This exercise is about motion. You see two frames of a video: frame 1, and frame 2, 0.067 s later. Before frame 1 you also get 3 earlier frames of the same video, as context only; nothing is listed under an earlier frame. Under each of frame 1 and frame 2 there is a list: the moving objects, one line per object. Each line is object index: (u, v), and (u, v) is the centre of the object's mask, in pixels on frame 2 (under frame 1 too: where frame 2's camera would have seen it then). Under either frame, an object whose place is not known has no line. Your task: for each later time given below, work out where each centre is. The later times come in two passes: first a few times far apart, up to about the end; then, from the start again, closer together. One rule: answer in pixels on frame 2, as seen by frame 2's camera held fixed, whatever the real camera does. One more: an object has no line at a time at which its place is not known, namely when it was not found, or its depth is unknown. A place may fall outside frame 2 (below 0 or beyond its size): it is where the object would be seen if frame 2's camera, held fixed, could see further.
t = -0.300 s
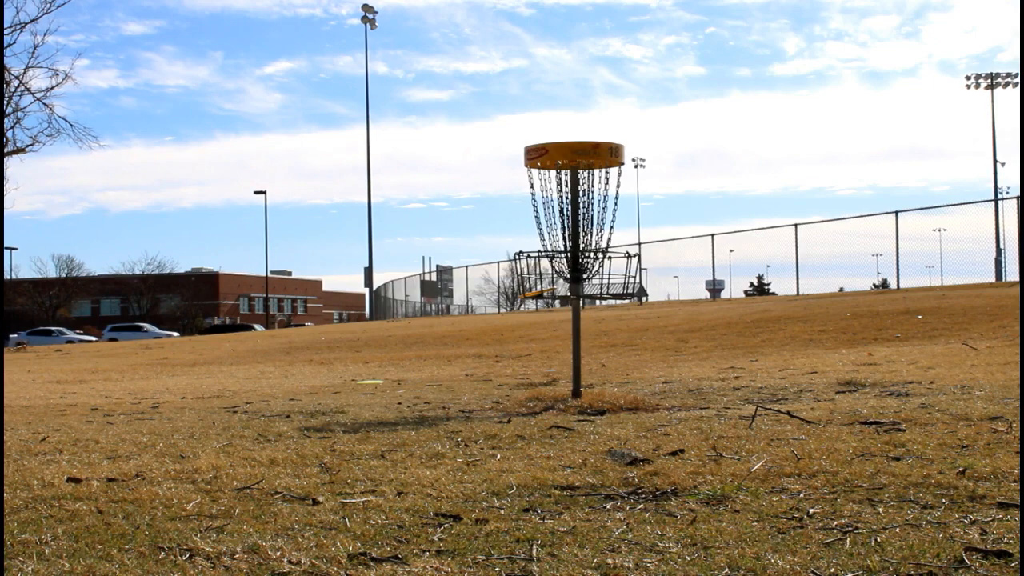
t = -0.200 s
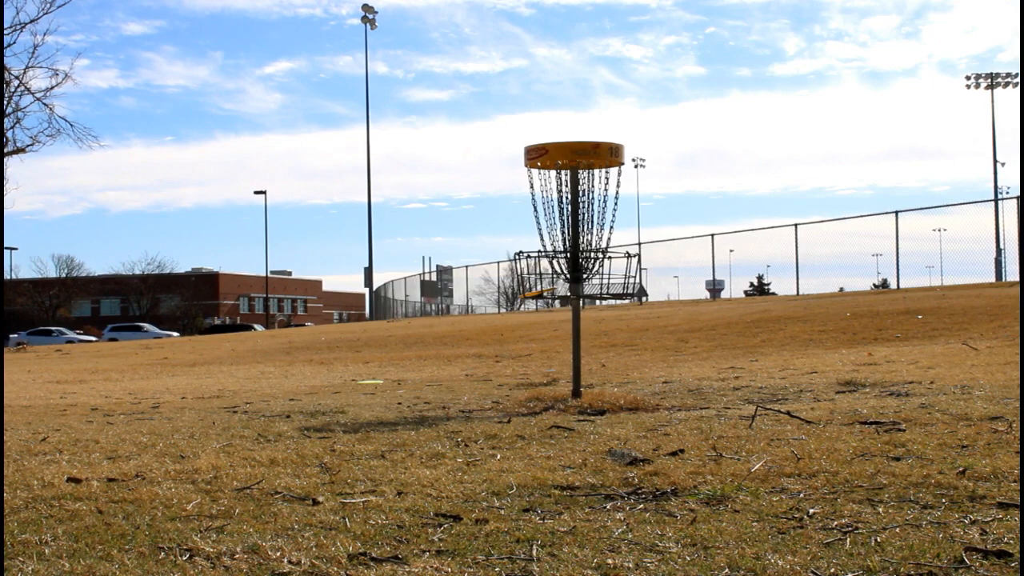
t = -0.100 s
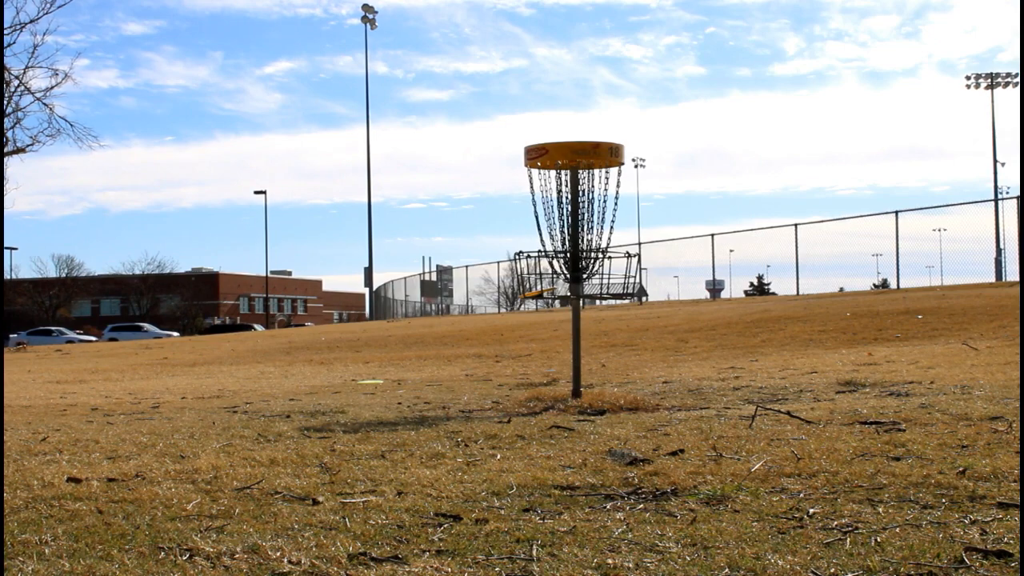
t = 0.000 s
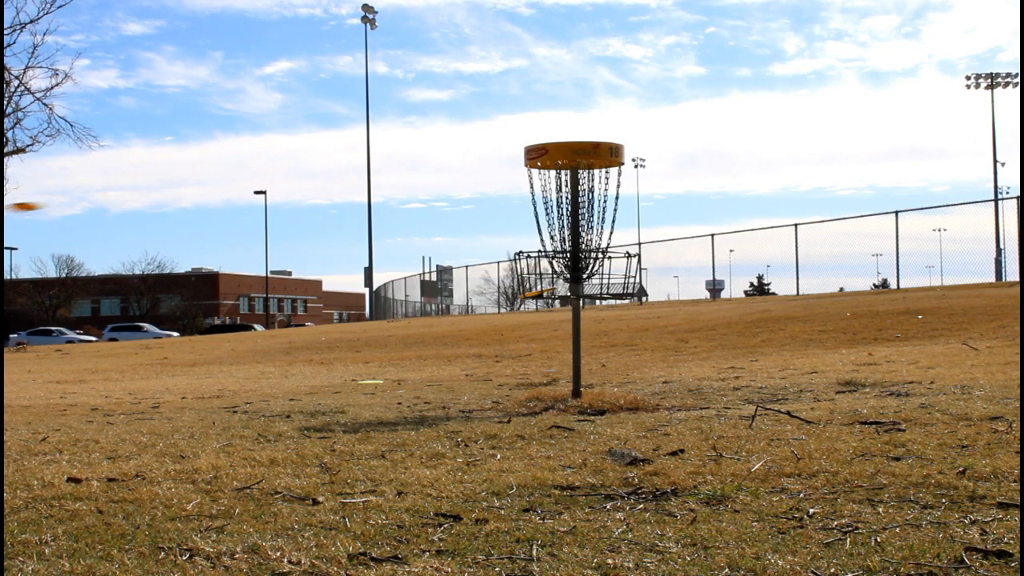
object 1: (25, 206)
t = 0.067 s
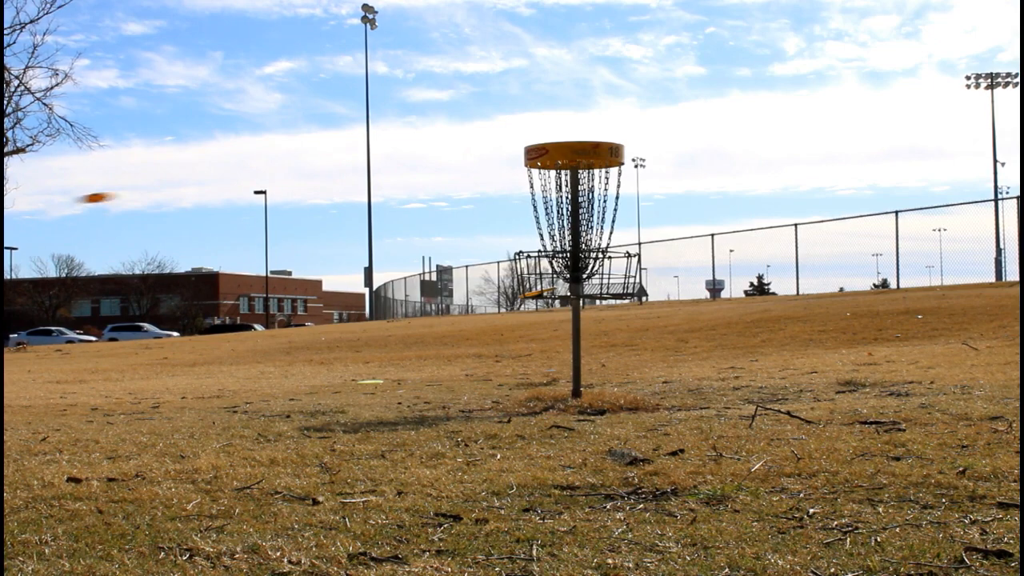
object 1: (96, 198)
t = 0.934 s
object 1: (737, 365)
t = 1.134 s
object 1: (770, 362)
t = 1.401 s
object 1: (797, 374)
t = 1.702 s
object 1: (787, 369)
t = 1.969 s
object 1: (772, 370)
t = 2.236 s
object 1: (753, 376)
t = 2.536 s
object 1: (751, 381)
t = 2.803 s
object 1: (750, 386)
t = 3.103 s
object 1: (750, 386)
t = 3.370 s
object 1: (750, 386)
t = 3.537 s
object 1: (750, 386)
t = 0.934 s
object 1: (737, 365)
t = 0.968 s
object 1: (748, 379)
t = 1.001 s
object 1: (752, 371)
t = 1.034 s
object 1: (757, 365)
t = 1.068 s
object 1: (761, 362)
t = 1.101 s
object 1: (765, 361)
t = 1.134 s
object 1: (770, 362)
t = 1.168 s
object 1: (774, 364)
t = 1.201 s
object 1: (778, 368)
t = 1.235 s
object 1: (783, 373)
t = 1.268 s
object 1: (786, 371)
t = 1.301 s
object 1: (789, 369)
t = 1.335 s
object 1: (792, 370)
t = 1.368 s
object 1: (795, 372)
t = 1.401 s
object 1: (797, 374)
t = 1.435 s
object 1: (799, 375)
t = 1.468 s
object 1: (798, 374)
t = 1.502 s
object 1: (797, 373)
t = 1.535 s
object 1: (796, 372)
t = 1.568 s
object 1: (794, 371)
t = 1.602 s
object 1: (792, 370)
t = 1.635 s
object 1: (790, 369)
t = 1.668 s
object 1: (788, 369)
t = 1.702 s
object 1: (787, 369)
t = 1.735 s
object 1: (786, 368)
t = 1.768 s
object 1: (784, 368)
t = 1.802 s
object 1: (783, 368)
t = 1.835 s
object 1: (781, 368)
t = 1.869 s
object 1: (779, 369)
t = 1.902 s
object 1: (777, 370)
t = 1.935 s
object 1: (775, 370)
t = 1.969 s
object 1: (772, 370)
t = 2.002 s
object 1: (770, 371)
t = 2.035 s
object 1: (767, 371)
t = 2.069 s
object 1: (765, 371)
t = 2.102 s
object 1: (762, 372)
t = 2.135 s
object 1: (760, 373)
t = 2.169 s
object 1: (757, 374)
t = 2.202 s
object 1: (755, 375)
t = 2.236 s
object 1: (753, 376)
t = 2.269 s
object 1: (752, 377)
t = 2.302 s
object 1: (750, 378)
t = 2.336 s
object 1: (750, 378)
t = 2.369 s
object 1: (750, 379)
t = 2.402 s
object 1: (751, 378)
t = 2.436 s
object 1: (751, 379)
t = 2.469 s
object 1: (751, 379)
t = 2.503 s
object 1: (753, 380)
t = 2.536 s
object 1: (751, 381)
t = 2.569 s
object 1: (752, 382)
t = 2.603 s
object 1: (752, 382)
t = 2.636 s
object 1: (751, 383)
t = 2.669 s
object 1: (750, 381)
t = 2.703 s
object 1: (751, 383)
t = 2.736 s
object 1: (751, 383)
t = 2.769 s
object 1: (751, 384)
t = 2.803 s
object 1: (750, 386)
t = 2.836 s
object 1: (750, 385)
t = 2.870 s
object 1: (751, 385)
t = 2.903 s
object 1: (750, 385)
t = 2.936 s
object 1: (750, 386)
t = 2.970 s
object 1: (750, 386)
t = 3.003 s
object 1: (750, 386)
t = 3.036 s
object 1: (750, 386)
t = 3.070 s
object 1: (750, 386)
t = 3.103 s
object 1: (750, 386)
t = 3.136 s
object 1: (750, 386)
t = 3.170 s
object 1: (750, 386)
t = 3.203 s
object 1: (750, 386)
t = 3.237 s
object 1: (750, 386)
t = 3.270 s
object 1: (750, 386)
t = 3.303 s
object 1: (750, 386)
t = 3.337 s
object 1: (750, 386)
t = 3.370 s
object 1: (750, 386)
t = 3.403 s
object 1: (750, 386)
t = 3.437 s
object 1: (750, 386)
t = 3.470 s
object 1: (750, 386)
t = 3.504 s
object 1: (750, 386)
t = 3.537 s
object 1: (750, 386)
